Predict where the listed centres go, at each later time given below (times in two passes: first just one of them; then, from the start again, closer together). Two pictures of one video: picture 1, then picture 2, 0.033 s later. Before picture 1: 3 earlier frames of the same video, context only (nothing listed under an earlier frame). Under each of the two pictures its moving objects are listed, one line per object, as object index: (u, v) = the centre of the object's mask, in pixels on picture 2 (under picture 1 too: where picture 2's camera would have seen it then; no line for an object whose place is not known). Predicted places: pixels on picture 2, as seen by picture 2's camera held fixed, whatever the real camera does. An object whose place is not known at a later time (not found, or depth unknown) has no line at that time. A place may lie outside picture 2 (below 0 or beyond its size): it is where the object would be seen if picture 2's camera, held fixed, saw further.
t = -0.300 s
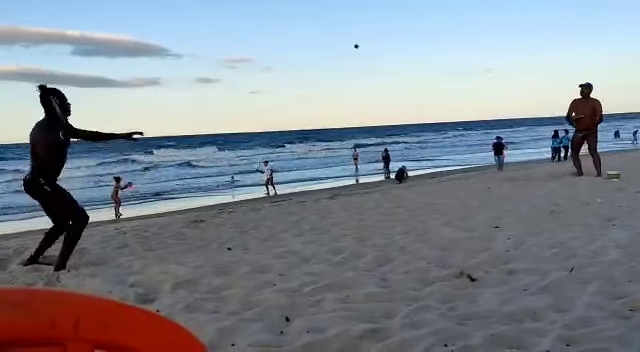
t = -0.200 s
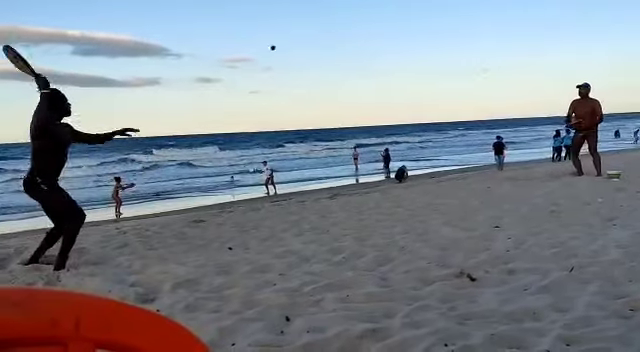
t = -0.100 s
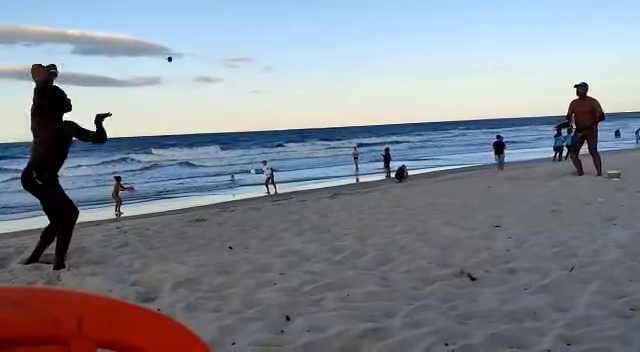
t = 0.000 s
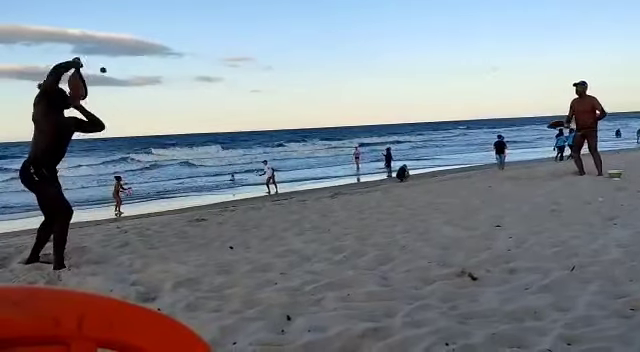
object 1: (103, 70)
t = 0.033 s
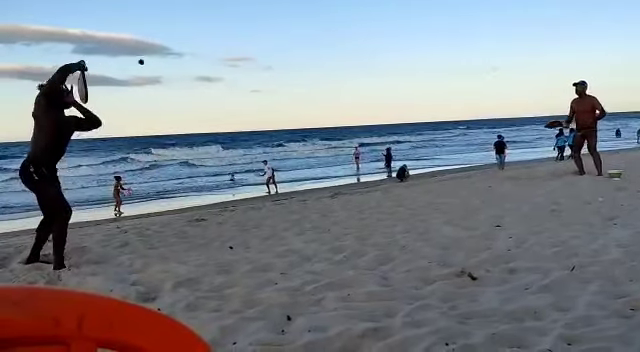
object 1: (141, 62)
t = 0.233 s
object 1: (308, 44)
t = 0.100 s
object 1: (206, 51)
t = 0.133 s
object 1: (235, 48)
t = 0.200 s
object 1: (286, 44)
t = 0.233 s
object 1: (308, 44)
